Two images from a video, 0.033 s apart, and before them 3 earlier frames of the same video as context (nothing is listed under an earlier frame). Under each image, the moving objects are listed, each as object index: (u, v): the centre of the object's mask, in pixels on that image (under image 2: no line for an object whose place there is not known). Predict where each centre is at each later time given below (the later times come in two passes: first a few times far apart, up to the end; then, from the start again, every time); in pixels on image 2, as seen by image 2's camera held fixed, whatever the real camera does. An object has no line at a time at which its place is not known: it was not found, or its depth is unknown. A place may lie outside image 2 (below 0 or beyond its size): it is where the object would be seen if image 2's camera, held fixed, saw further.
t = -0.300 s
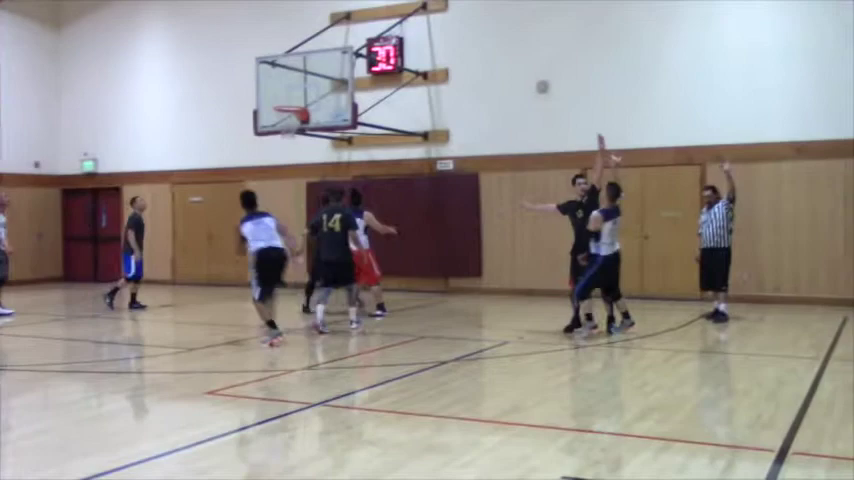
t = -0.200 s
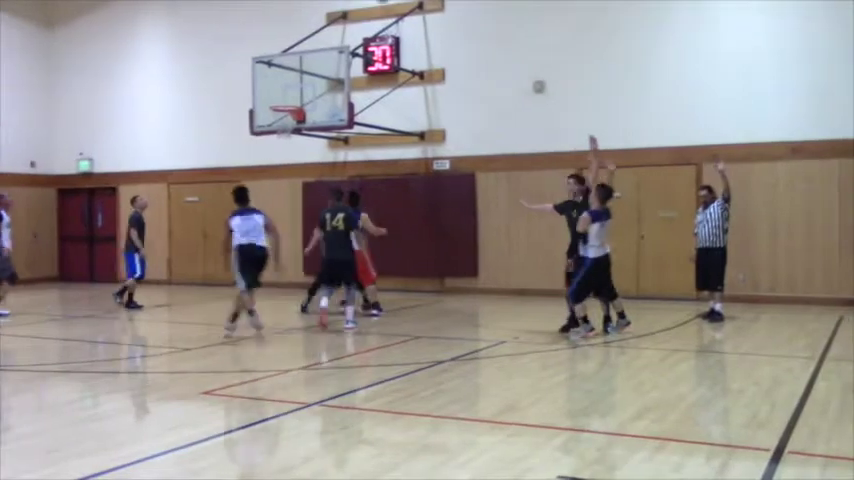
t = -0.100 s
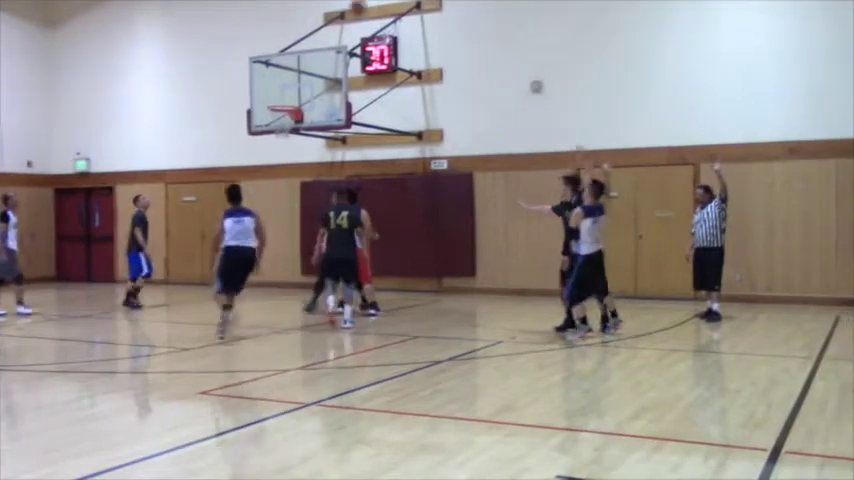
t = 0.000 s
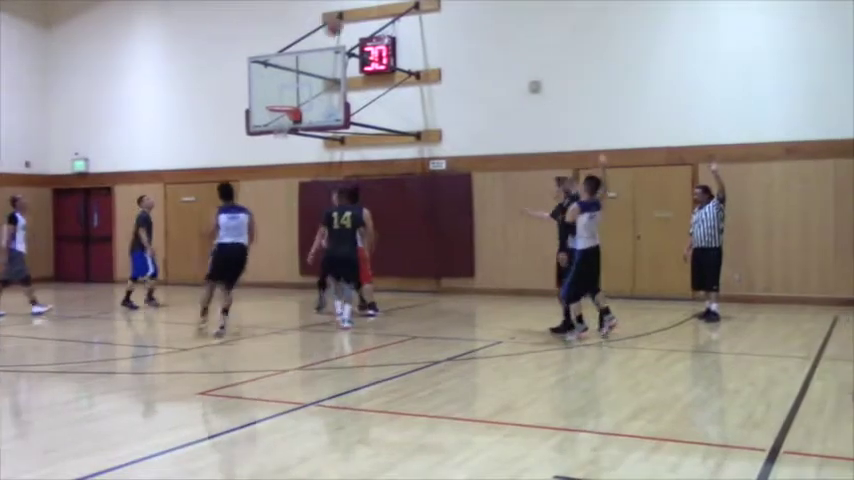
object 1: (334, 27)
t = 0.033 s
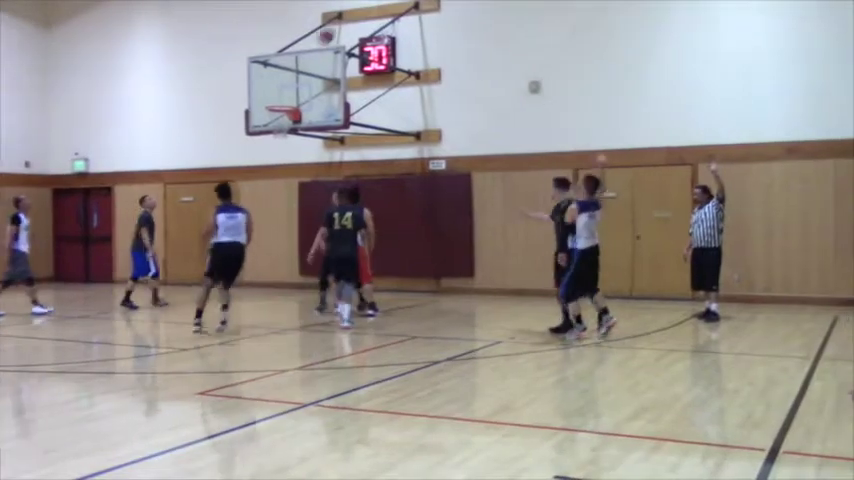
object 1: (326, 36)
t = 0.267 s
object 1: (281, 101)
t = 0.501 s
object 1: (259, 44)
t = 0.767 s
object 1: (233, 17)
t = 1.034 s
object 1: (204, 37)
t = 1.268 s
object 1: (178, 102)
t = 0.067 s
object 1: (320, 43)
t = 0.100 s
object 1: (312, 54)
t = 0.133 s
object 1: (305, 62)
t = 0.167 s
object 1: (298, 72)
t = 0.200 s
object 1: (293, 84)
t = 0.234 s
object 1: (287, 95)
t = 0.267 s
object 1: (281, 101)
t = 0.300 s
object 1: (279, 93)
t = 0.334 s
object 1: (276, 84)
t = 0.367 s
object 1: (272, 75)
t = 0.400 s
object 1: (269, 69)
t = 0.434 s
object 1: (265, 57)
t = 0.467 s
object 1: (263, 50)
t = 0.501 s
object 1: (259, 44)
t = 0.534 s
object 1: (256, 39)
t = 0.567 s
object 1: (253, 33)
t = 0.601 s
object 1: (250, 29)
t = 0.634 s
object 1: (246, 25)
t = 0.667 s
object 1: (243, 22)
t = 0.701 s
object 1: (240, 20)
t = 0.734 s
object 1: (236, 18)
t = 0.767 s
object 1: (233, 17)
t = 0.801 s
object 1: (229, 16)
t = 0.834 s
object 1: (226, 17)
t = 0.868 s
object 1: (222, 18)
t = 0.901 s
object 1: (219, 20)
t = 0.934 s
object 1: (215, 23)
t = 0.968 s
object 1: (211, 27)
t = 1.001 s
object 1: (208, 32)
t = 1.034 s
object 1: (204, 37)
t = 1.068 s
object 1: (200, 43)
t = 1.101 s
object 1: (197, 51)
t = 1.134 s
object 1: (193, 59)
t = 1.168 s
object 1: (190, 69)
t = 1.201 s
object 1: (186, 78)
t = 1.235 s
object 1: (182, 90)
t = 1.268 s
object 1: (178, 102)
